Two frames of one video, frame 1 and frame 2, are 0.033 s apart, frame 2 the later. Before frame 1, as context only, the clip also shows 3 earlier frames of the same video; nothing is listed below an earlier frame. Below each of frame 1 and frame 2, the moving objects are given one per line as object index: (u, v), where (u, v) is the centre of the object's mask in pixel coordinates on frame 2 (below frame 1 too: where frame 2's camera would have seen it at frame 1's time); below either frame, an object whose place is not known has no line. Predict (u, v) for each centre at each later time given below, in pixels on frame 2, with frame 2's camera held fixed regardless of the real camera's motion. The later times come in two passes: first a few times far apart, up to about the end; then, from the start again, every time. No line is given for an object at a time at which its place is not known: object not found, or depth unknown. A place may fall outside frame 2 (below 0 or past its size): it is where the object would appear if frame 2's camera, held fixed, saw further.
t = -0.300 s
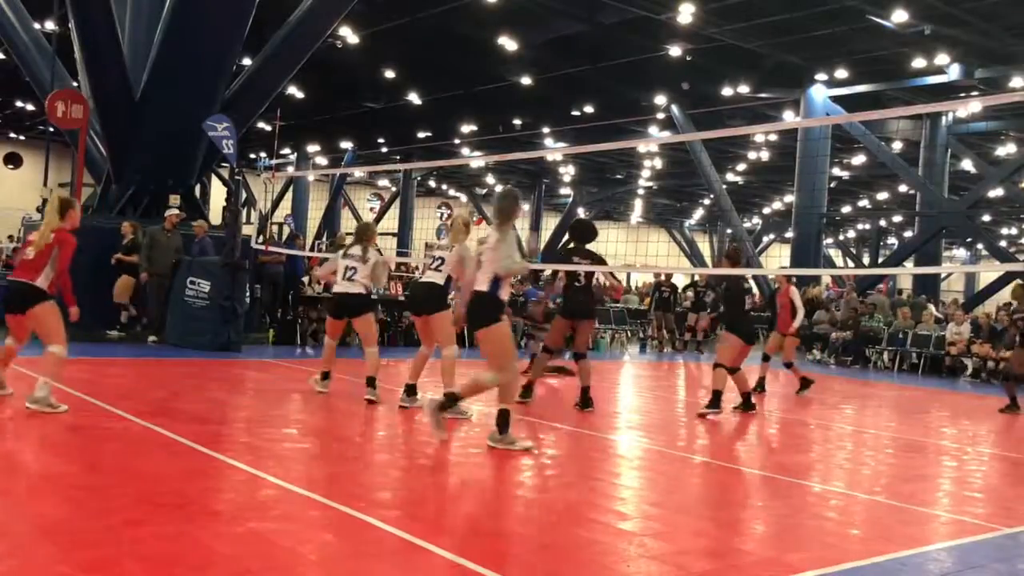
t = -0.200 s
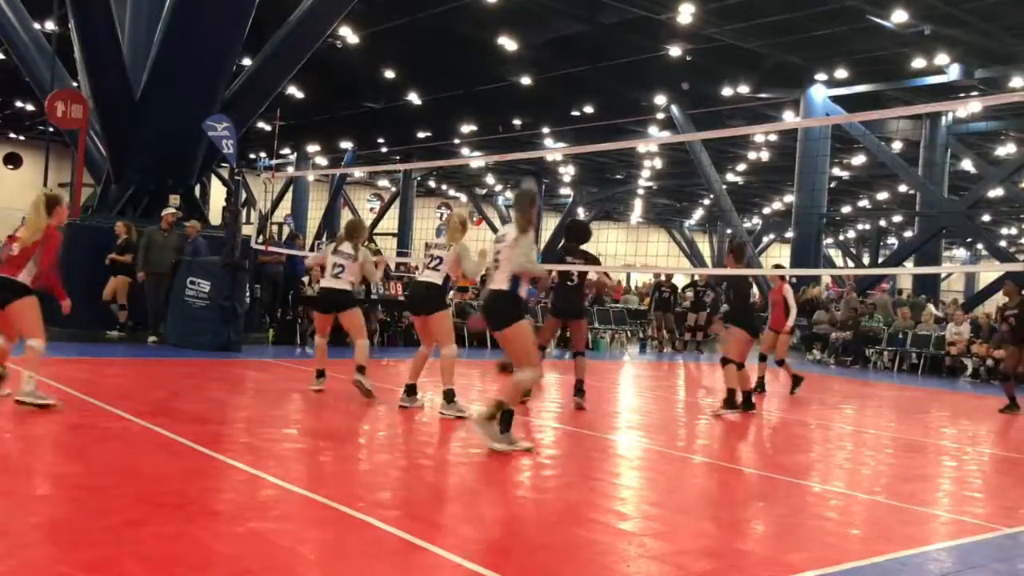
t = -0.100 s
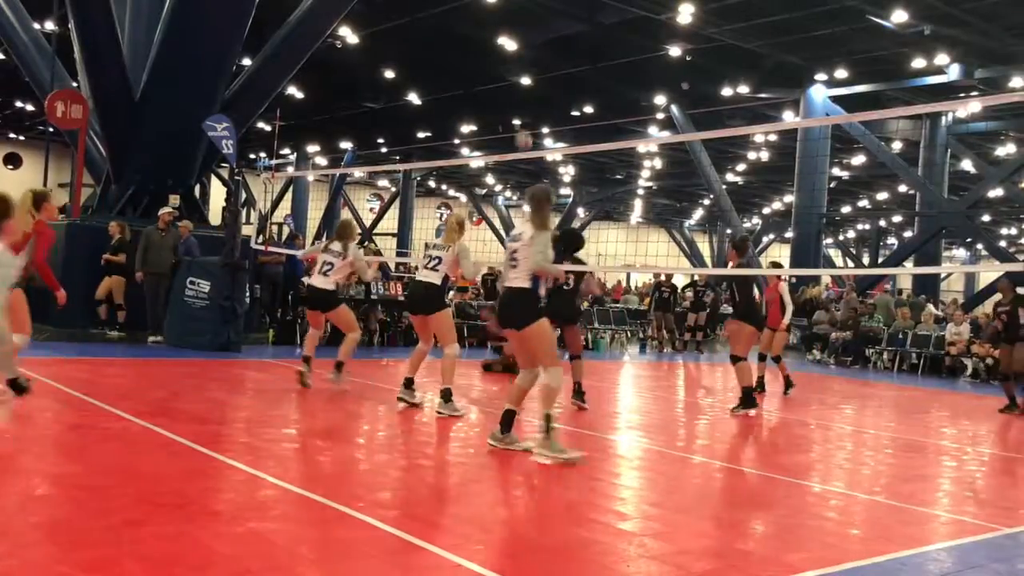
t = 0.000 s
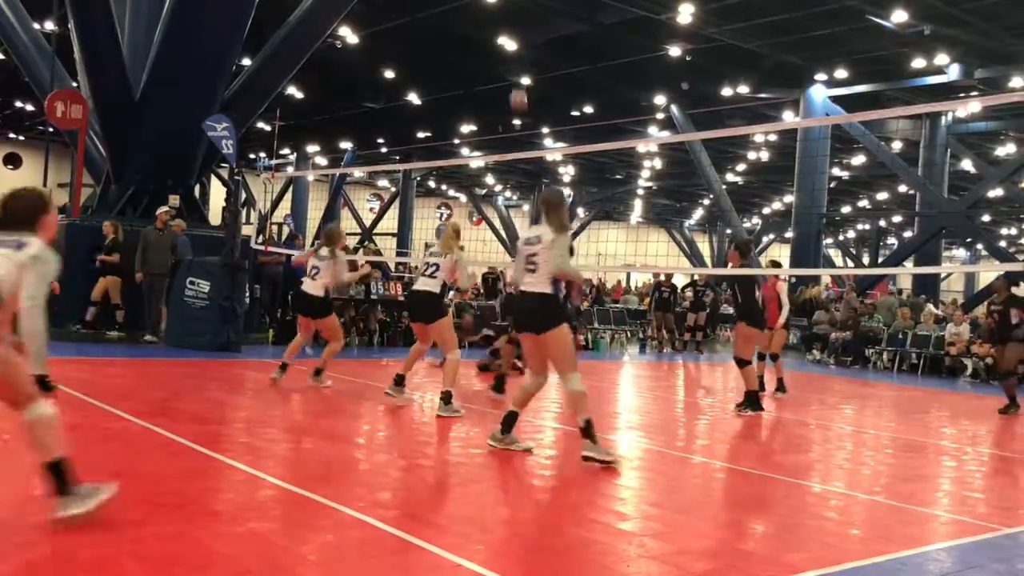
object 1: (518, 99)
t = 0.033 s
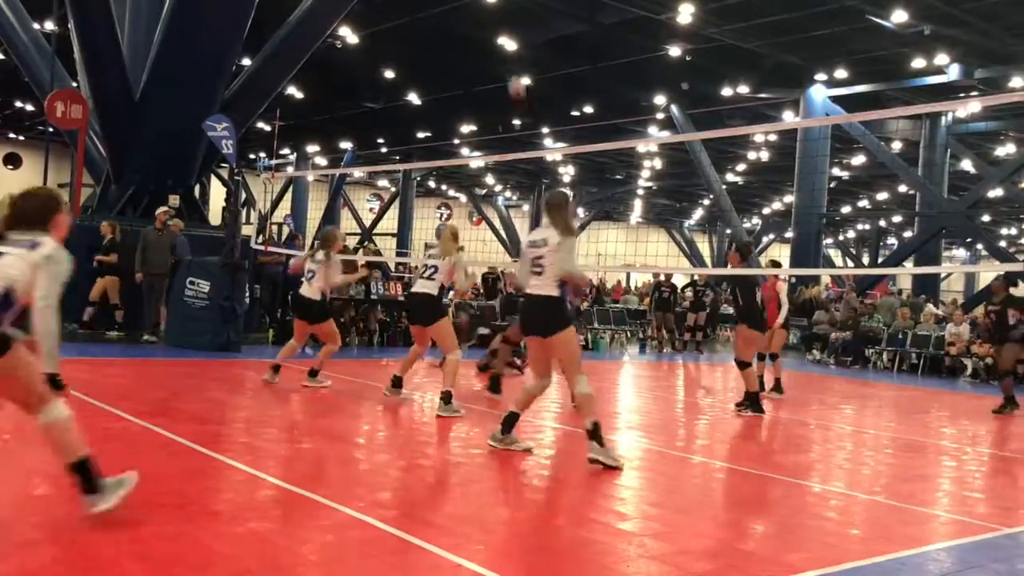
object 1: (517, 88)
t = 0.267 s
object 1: (503, 26)
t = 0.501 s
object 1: (486, 9)
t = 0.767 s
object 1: (462, 47)
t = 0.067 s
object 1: (514, 75)
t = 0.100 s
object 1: (513, 65)
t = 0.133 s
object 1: (512, 57)
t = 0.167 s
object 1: (508, 45)
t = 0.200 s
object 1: (508, 40)
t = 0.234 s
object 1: (505, 33)
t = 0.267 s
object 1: (503, 26)
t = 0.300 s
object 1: (501, 21)
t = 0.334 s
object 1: (499, 17)
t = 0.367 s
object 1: (496, 14)
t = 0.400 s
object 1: (494, 11)
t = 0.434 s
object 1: (491, 10)
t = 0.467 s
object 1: (489, 9)
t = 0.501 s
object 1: (486, 9)
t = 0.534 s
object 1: (484, 10)
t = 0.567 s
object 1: (480, 14)
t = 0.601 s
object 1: (478, 16)
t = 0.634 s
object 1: (475, 20)
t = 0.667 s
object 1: (472, 26)
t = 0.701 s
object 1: (468, 32)
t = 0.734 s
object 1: (465, 39)
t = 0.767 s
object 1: (462, 47)
